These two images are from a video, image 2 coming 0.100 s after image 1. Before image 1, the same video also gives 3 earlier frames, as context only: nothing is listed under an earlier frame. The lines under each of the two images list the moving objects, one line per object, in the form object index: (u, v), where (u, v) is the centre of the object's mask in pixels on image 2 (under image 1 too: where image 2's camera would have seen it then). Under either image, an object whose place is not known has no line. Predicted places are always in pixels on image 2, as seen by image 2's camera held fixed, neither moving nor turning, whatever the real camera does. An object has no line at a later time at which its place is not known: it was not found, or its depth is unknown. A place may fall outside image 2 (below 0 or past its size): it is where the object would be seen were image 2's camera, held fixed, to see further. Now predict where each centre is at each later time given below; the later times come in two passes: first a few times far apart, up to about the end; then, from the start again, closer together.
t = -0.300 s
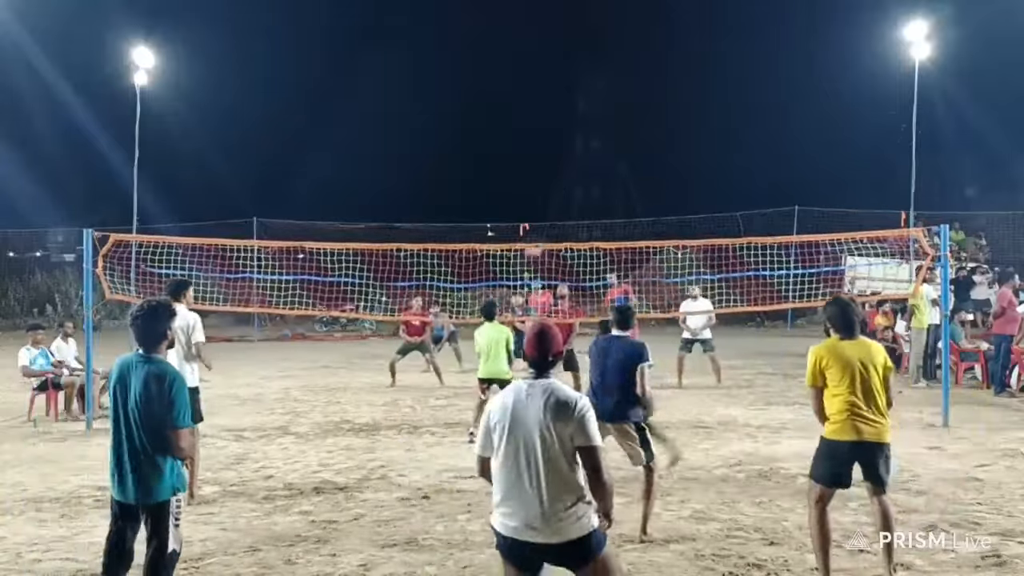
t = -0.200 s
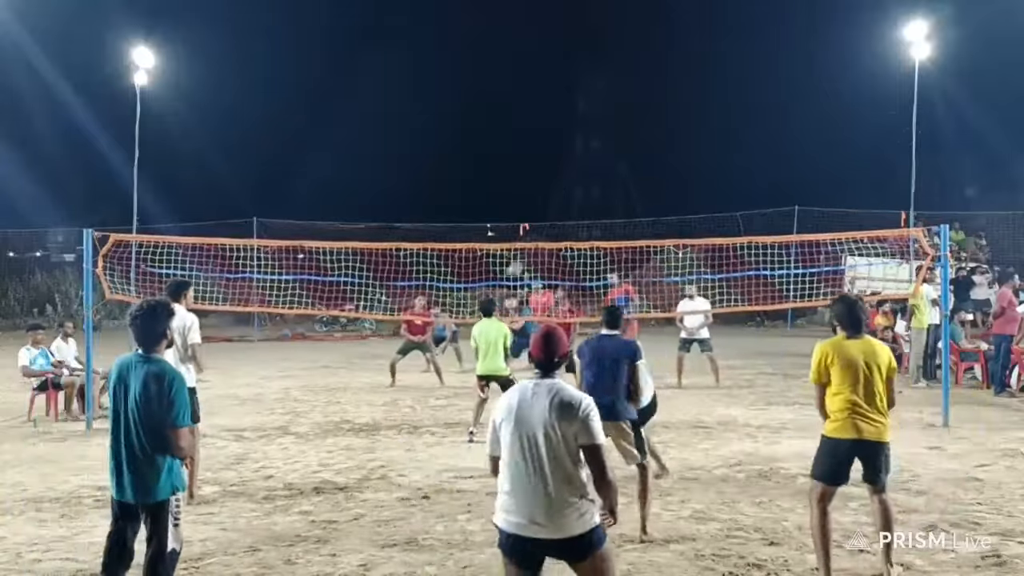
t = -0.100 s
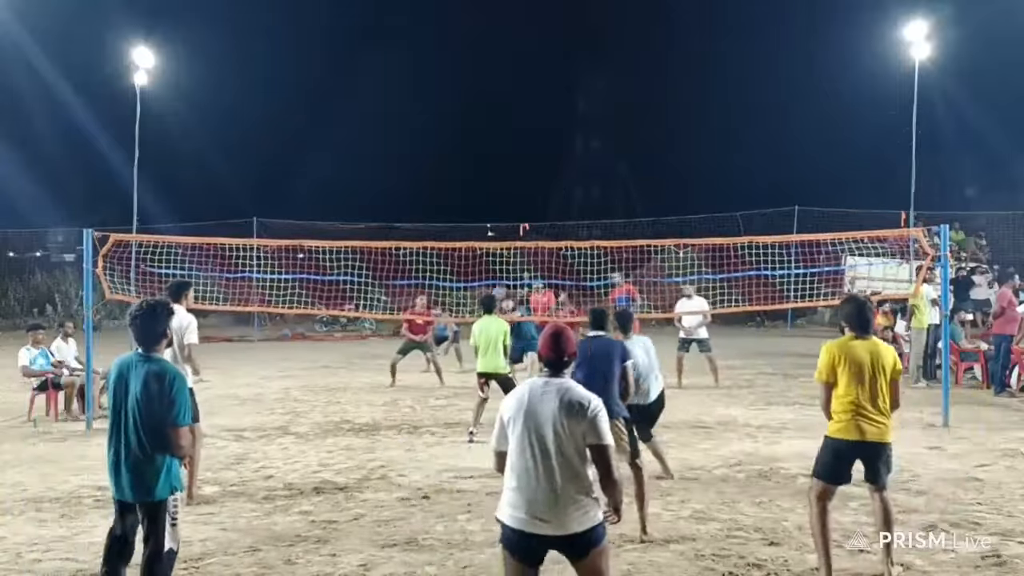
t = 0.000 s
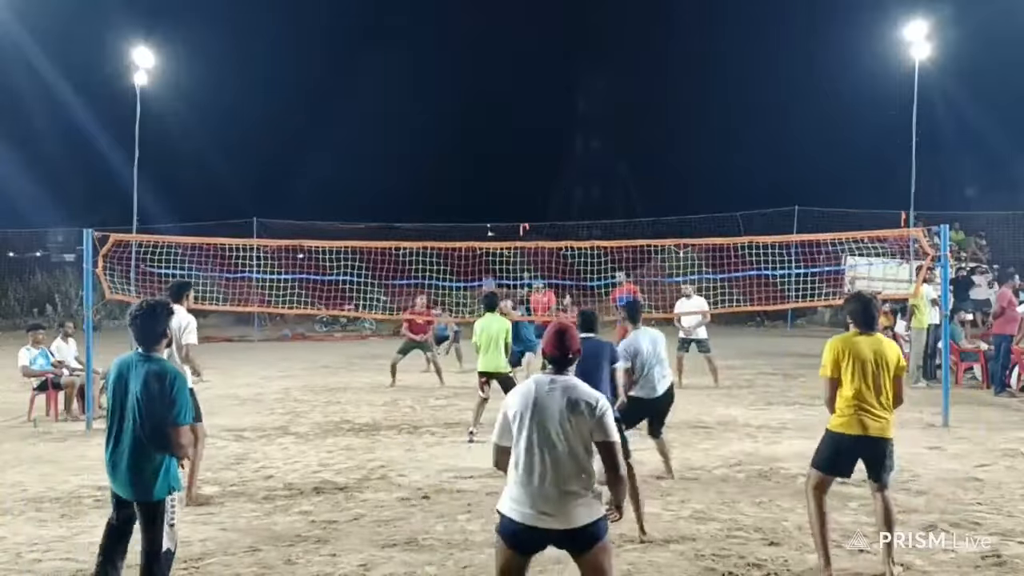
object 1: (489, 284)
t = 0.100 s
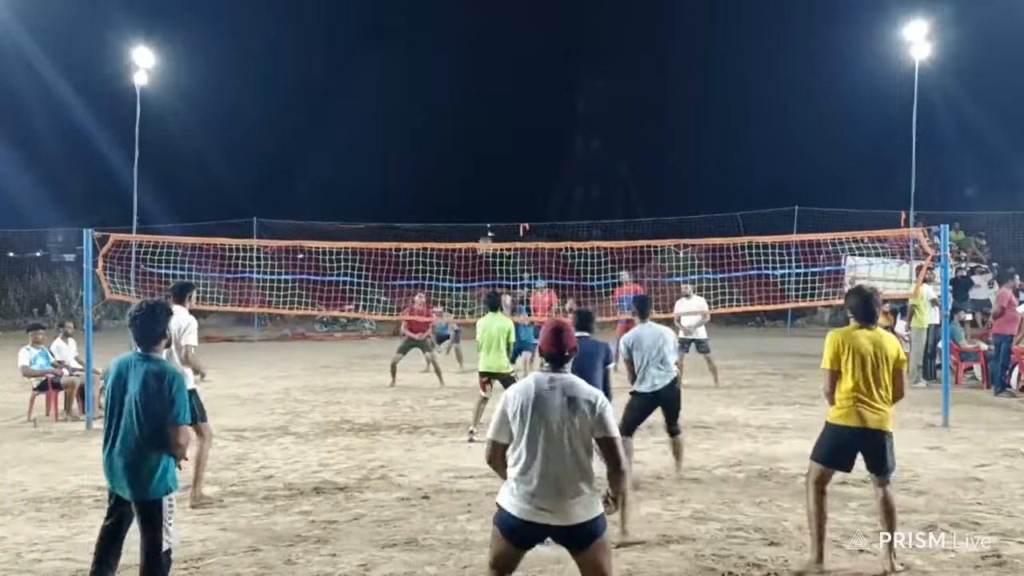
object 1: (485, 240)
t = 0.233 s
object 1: (480, 201)
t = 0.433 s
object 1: (473, 147)
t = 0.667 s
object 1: (464, 117)
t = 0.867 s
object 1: (454, 141)
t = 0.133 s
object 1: (484, 233)
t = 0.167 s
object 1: (482, 223)
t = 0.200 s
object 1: (481, 213)
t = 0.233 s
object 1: (480, 201)
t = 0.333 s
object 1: (477, 171)
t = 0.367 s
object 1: (476, 163)
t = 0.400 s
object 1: (474, 155)
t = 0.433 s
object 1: (473, 147)
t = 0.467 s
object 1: (472, 140)
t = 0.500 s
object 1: (471, 134)
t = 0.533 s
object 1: (469, 128)
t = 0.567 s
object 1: (468, 125)
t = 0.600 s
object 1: (467, 121)
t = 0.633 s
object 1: (465, 119)
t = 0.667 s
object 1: (464, 117)
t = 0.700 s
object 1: (462, 118)
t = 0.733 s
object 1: (461, 119)
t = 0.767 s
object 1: (459, 122)
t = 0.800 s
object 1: (457, 127)
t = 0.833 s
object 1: (455, 133)
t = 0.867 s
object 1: (454, 141)
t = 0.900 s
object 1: (452, 153)
